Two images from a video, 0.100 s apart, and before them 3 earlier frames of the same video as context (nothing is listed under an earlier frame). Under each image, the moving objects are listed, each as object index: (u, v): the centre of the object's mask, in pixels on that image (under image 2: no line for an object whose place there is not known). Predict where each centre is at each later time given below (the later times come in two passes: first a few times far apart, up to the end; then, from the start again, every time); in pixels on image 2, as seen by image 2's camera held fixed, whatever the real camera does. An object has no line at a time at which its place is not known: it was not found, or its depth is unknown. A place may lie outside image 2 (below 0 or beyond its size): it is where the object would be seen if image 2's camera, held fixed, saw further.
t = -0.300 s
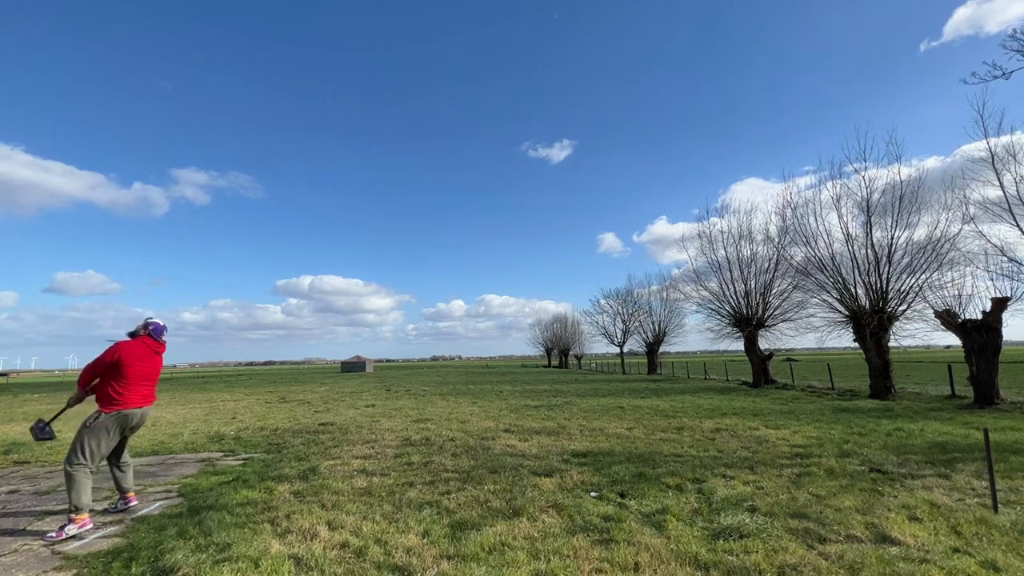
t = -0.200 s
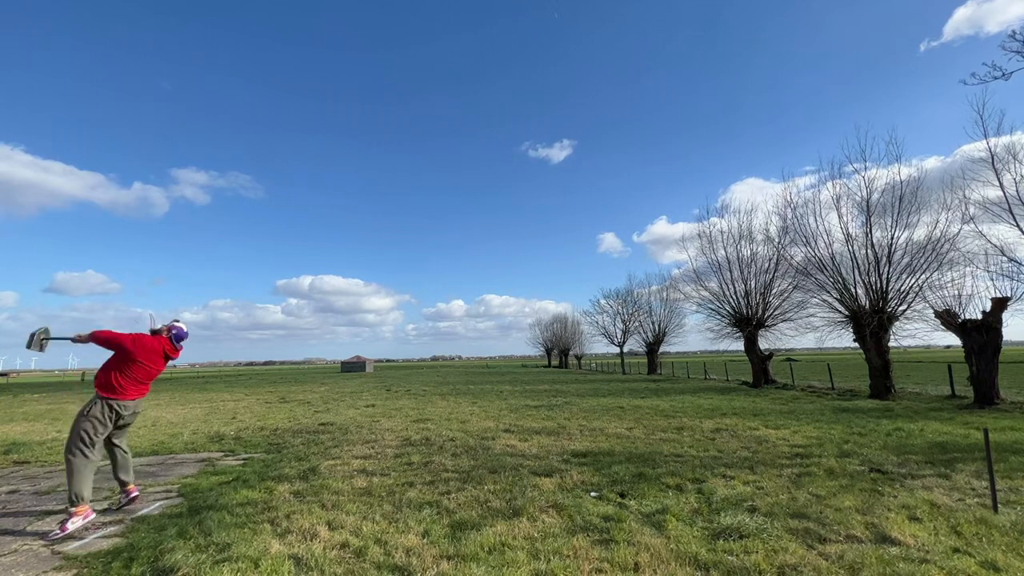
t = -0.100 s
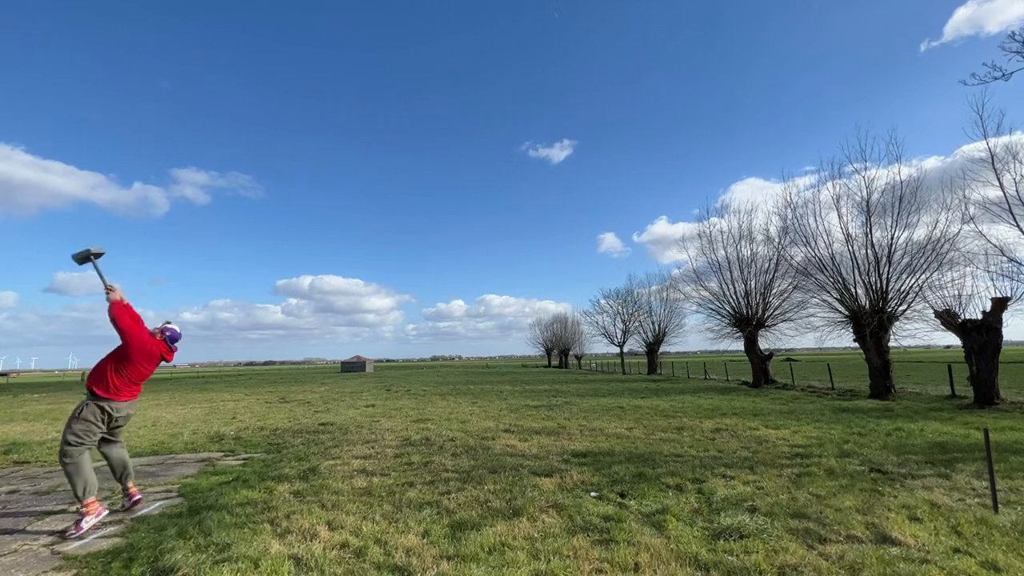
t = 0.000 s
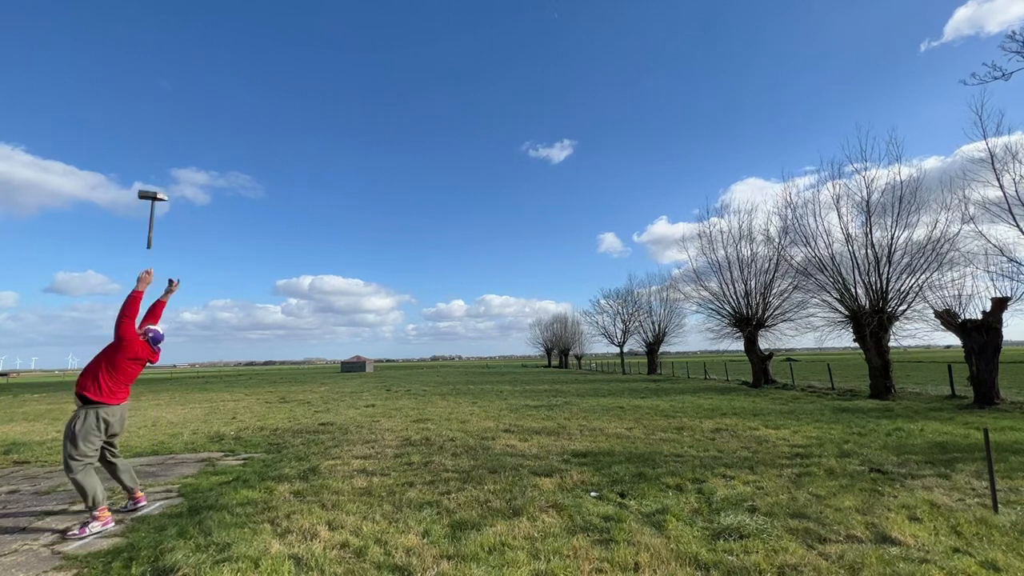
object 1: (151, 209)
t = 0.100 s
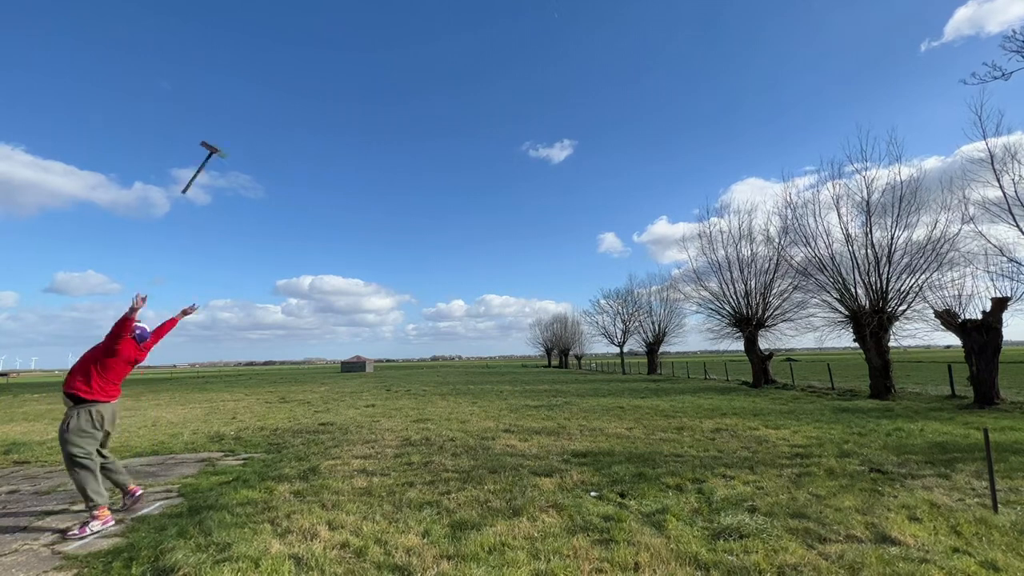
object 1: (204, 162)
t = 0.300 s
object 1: (310, 86)
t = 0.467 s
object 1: (399, 53)
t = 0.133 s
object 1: (221, 147)
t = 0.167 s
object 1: (238, 133)
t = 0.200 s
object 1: (256, 120)
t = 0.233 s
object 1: (274, 107)
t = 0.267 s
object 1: (293, 96)
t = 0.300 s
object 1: (310, 86)
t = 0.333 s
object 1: (327, 77)
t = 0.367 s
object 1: (345, 70)
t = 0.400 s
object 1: (363, 63)
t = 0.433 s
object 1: (382, 58)
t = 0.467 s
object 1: (399, 53)
